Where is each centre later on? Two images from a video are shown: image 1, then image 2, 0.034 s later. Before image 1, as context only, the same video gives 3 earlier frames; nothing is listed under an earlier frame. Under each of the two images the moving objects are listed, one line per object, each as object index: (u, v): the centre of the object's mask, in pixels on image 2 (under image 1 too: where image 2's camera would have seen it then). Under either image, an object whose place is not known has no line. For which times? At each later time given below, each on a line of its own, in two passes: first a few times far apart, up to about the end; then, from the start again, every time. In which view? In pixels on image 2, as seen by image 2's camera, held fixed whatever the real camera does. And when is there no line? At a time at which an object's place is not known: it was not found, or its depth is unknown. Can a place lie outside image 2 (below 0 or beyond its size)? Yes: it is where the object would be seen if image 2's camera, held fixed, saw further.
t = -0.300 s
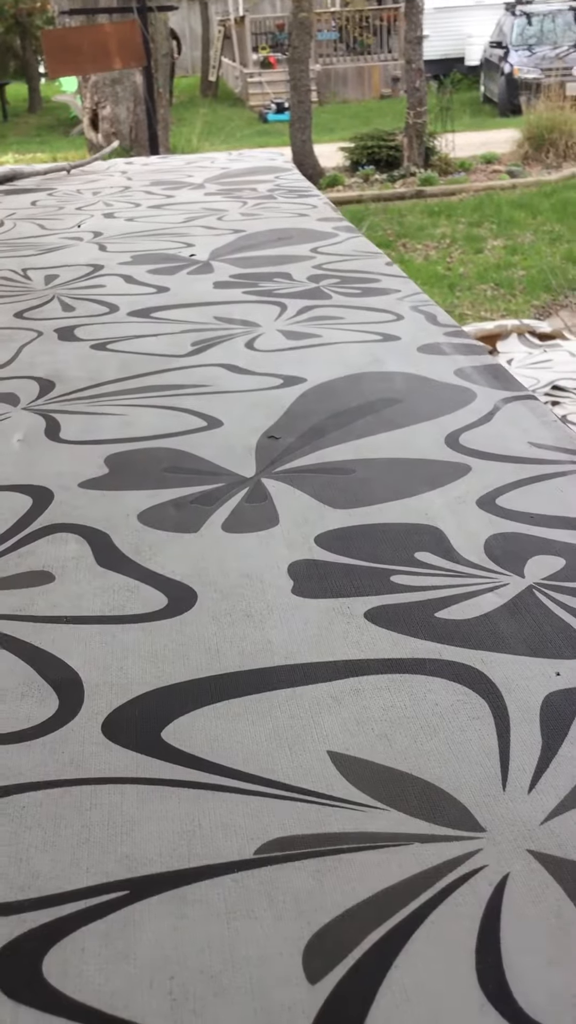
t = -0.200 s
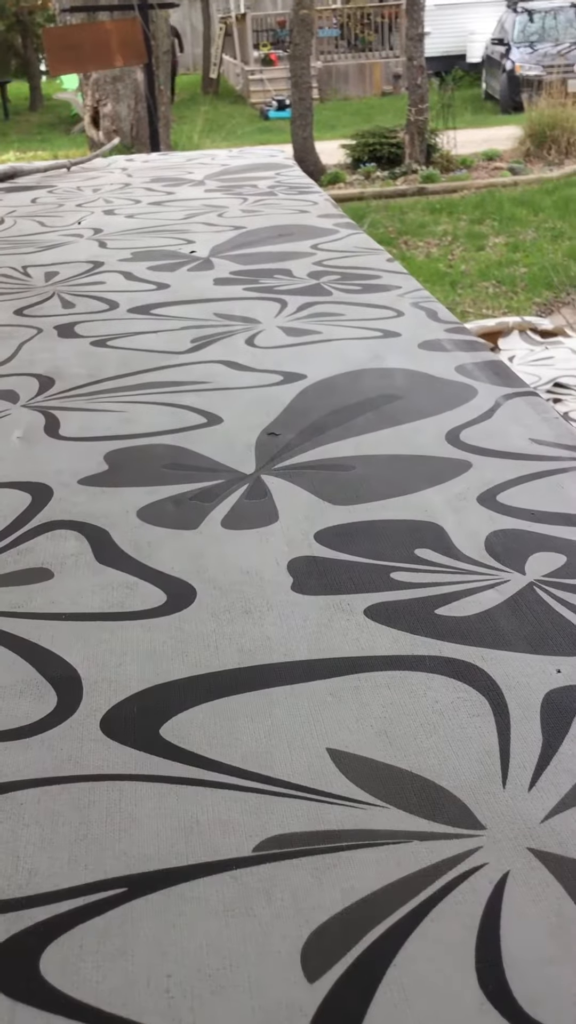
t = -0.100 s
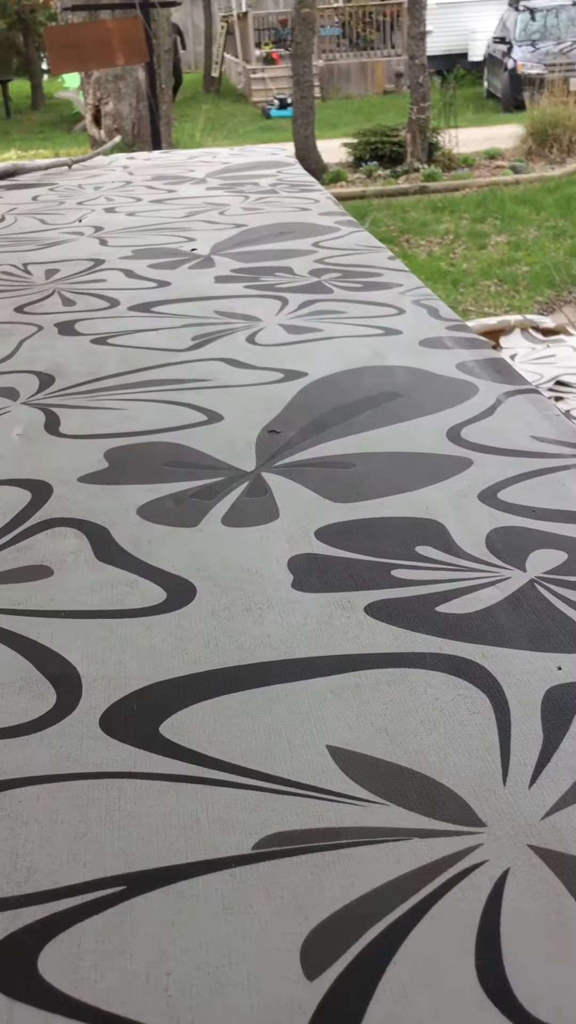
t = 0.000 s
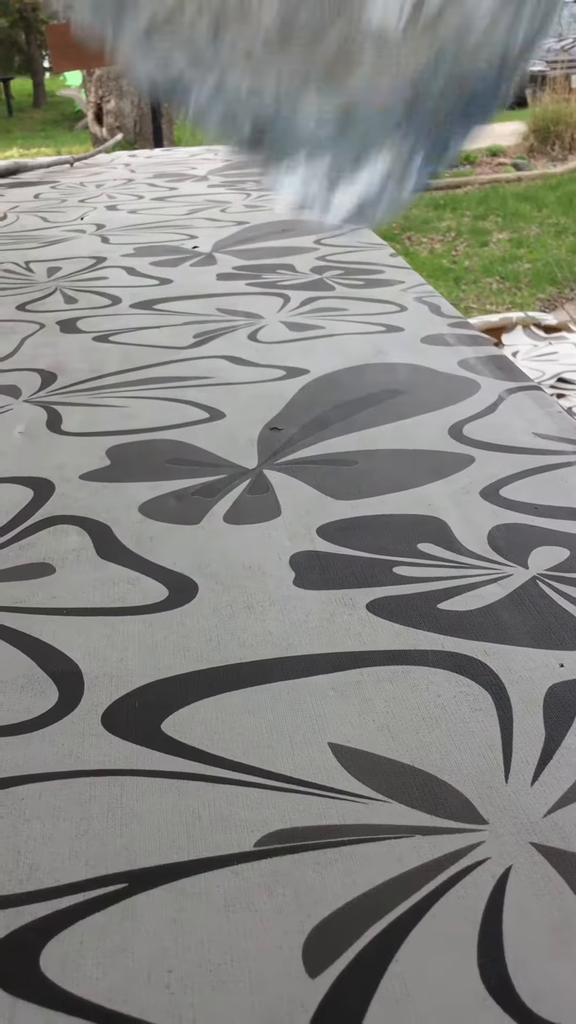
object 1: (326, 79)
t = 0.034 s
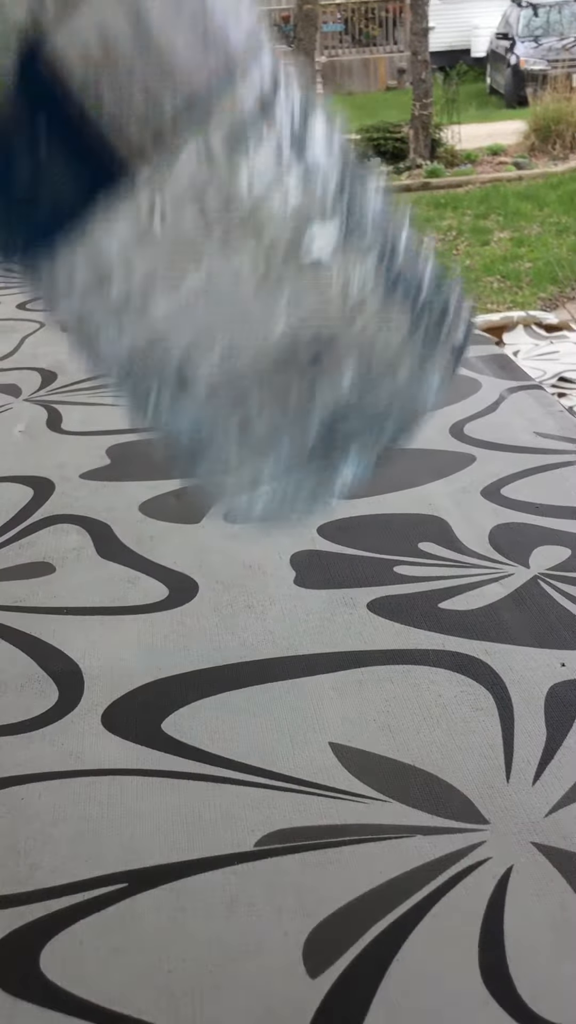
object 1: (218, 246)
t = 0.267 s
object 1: (173, 373)
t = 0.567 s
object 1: (168, 363)
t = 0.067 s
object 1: (166, 398)
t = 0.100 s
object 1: (160, 408)
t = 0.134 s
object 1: (153, 410)
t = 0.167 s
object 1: (154, 404)
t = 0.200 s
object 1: (158, 395)
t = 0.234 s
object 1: (165, 384)
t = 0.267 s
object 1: (173, 373)
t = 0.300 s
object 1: (181, 364)
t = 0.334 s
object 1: (188, 359)
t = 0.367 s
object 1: (191, 357)
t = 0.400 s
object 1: (187, 357)
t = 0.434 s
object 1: (181, 360)
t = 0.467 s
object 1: (173, 365)
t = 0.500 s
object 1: (168, 369)
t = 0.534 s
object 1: (166, 368)
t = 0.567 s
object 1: (168, 363)
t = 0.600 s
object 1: (173, 355)
